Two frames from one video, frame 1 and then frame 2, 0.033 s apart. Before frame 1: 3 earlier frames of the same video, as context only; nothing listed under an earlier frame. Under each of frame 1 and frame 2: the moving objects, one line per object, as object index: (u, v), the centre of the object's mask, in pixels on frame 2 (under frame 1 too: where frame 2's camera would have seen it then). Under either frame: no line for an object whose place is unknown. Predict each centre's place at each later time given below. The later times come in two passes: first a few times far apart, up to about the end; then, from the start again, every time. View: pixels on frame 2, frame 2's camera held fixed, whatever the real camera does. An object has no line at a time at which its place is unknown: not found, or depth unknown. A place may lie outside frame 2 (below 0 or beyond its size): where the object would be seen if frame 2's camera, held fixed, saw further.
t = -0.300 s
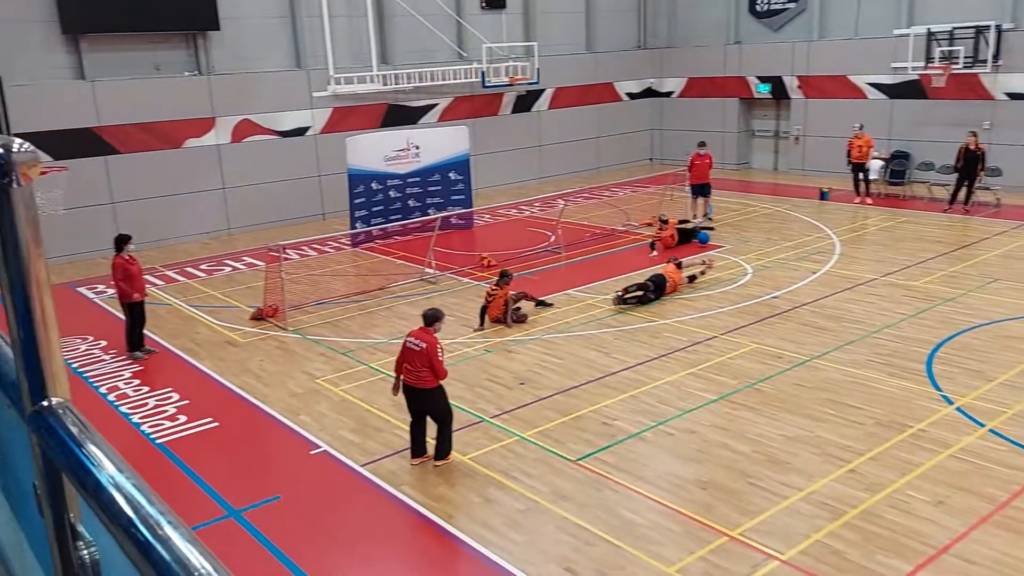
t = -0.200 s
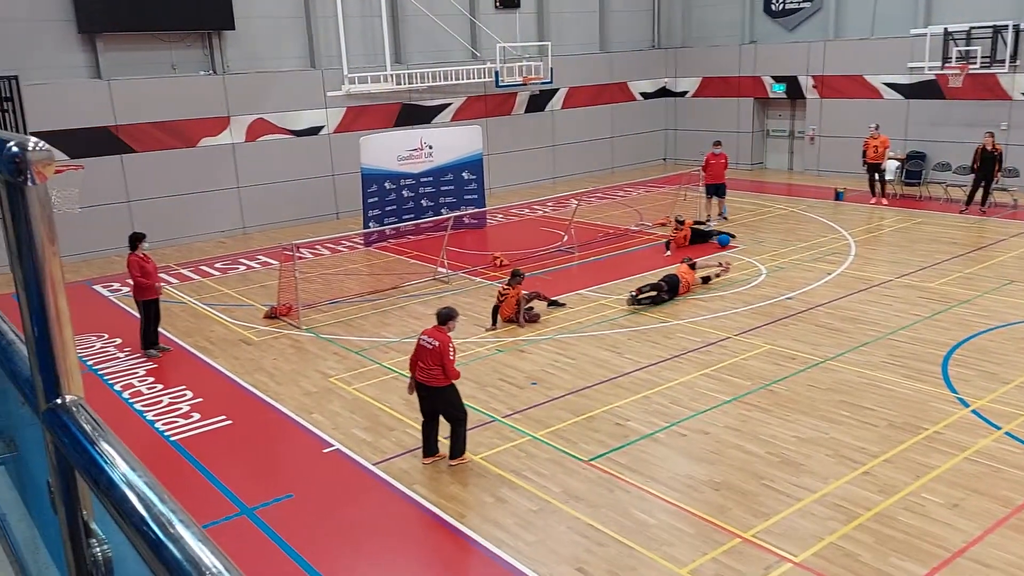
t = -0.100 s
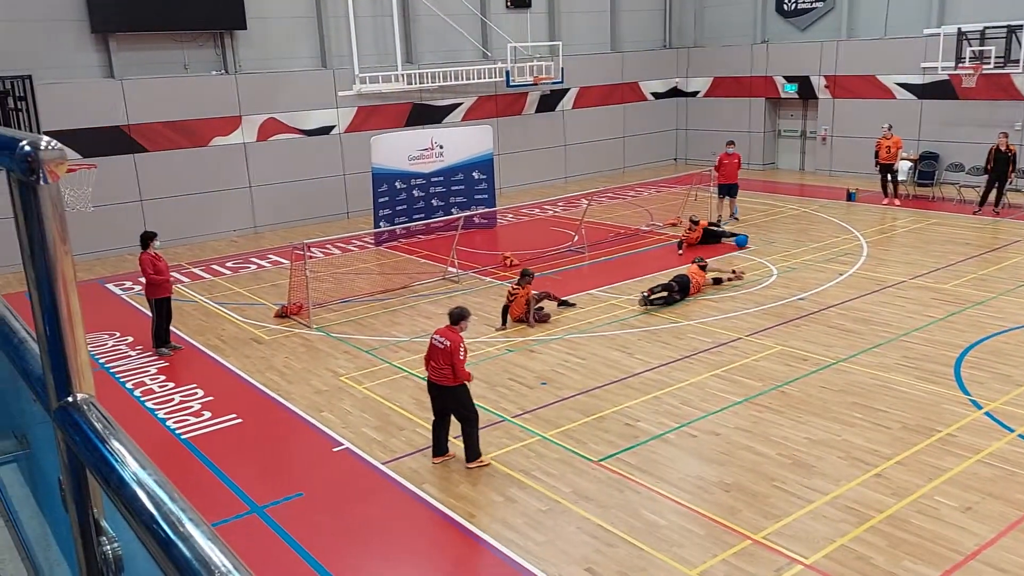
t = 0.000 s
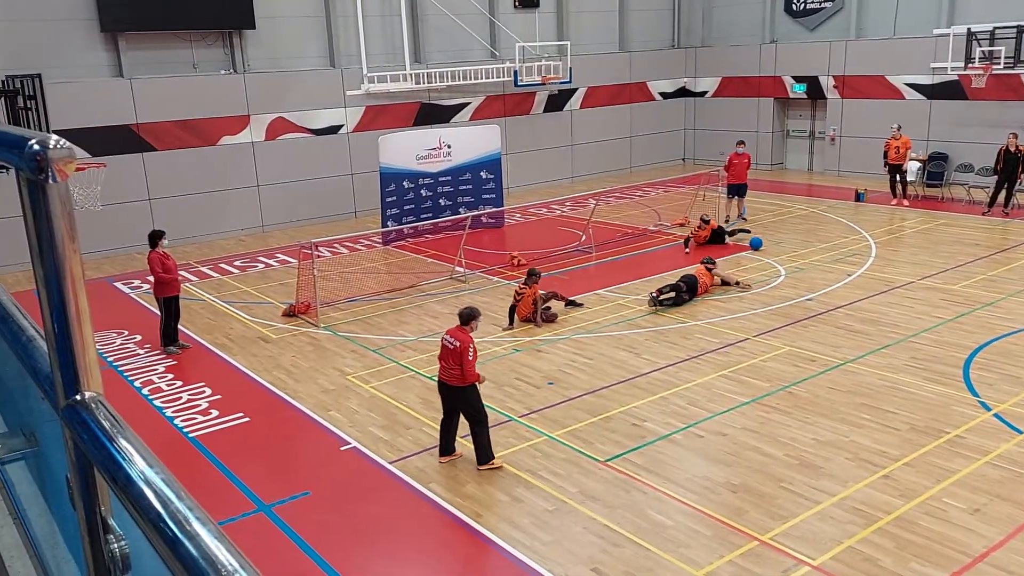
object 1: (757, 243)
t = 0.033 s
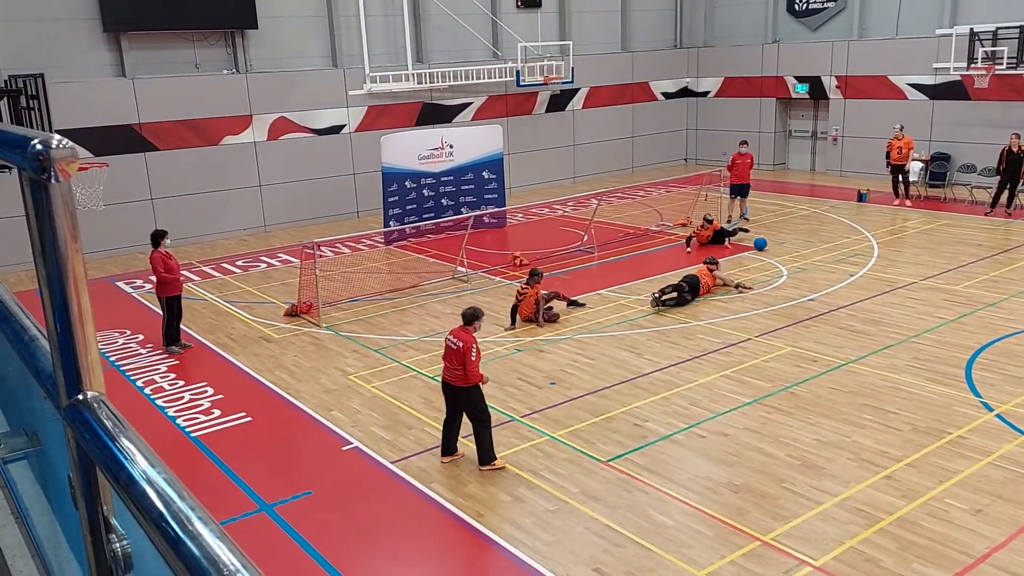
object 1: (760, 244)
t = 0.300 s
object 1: (782, 247)
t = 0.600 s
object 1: (804, 248)
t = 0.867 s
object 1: (823, 250)
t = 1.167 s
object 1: (844, 251)
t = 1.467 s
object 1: (865, 253)
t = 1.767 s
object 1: (886, 255)
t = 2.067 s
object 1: (908, 257)
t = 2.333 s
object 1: (928, 258)
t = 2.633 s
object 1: (949, 260)
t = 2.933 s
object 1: (972, 262)
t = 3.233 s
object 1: (997, 263)
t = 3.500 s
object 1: (1016, 264)
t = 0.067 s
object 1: (763, 245)
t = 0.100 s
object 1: (766, 245)
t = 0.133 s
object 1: (768, 245)
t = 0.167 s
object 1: (771, 245)
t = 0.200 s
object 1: (774, 246)
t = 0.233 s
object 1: (776, 246)
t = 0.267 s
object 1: (779, 246)
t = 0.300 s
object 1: (782, 247)
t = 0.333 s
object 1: (785, 247)
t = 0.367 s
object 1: (787, 247)
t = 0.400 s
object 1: (789, 247)
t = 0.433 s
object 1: (792, 247)
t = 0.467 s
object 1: (794, 247)
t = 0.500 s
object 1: (796, 247)
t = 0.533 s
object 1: (799, 248)
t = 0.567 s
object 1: (801, 248)
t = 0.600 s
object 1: (804, 248)
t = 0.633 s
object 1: (806, 248)
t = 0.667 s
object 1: (809, 248)
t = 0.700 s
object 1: (811, 249)
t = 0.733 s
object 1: (813, 249)
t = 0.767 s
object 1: (815, 249)
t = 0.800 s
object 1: (817, 249)
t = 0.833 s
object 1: (820, 250)
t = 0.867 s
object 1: (823, 250)
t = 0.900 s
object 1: (825, 250)
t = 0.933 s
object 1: (827, 250)
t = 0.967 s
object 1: (830, 250)
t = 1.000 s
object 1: (832, 250)
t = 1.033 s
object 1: (835, 251)
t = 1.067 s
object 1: (837, 251)
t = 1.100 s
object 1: (840, 251)
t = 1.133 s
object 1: (842, 251)
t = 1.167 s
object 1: (844, 251)
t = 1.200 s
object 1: (847, 252)
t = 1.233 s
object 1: (849, 252)
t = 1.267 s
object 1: (851, 252)
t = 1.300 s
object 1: (853, 252)
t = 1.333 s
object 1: (856, 252)
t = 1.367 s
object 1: (858, 253)
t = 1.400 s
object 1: (860, 253)
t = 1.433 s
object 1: (863, 253)
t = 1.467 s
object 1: (865, 253)
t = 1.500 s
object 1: (866, 254)
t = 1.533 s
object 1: (868, 254)
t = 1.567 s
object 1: (871, 254)
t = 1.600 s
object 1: (874, 254)
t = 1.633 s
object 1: (876, 254)
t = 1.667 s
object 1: (879, 254)
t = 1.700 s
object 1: (881, 255)
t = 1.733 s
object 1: (884, 255)
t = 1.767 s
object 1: (886, 255)
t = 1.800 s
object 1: (889, 255)
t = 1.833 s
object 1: (892, 255)
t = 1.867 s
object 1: (894, 256)
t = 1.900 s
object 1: (896, 256)
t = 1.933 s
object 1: (899, 256)
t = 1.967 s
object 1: (901, 256)
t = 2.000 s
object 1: (904, 256)
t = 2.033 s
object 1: (906, 256)
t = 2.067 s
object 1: (908, 257)
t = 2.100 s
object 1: (911, 257)
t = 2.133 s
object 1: (913, 257)
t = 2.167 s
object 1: (916, 257)
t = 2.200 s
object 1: (918, 257)
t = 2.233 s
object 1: (920, 258)
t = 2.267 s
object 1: (923, 258)
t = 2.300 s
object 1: (925, 258)
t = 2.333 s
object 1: (928, 258)
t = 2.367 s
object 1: (930, 258)
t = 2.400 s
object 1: (932, 259)
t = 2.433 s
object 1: (935, 259)
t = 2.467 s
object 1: (937, 259)
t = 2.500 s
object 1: (940, 259)
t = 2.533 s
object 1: (942, 259)
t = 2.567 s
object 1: (945, 260)
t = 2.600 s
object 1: (947, 260)
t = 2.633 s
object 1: (949, 260)
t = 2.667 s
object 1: (952, 260)
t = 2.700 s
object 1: (954, 260)
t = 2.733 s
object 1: (957, 261)
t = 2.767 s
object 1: (959, 261)
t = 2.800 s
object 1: (962, 261)
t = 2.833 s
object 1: (964, 261)
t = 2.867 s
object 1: (967, 261)
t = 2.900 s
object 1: (970, 262)
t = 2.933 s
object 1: (972, 262)
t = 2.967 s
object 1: (975, 262)
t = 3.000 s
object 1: (978, 262)
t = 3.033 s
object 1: (980, 262)
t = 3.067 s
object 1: (983, 262)
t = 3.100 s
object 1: (986, 262)
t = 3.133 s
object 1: (989, 262)
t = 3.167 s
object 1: (992, 263)
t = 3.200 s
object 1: (994, 263)
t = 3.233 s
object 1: (997, 263)
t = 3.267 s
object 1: (999, 263)
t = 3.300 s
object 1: (1002, 263)
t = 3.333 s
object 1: (1004, 264)
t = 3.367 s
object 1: (1007, 264)
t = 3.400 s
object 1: (1009, 264)
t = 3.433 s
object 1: (1012, 264)
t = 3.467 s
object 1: (1014, 264)
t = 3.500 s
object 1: (1016, 264)
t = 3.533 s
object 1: (1019, 265)
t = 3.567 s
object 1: (1022, 265)
